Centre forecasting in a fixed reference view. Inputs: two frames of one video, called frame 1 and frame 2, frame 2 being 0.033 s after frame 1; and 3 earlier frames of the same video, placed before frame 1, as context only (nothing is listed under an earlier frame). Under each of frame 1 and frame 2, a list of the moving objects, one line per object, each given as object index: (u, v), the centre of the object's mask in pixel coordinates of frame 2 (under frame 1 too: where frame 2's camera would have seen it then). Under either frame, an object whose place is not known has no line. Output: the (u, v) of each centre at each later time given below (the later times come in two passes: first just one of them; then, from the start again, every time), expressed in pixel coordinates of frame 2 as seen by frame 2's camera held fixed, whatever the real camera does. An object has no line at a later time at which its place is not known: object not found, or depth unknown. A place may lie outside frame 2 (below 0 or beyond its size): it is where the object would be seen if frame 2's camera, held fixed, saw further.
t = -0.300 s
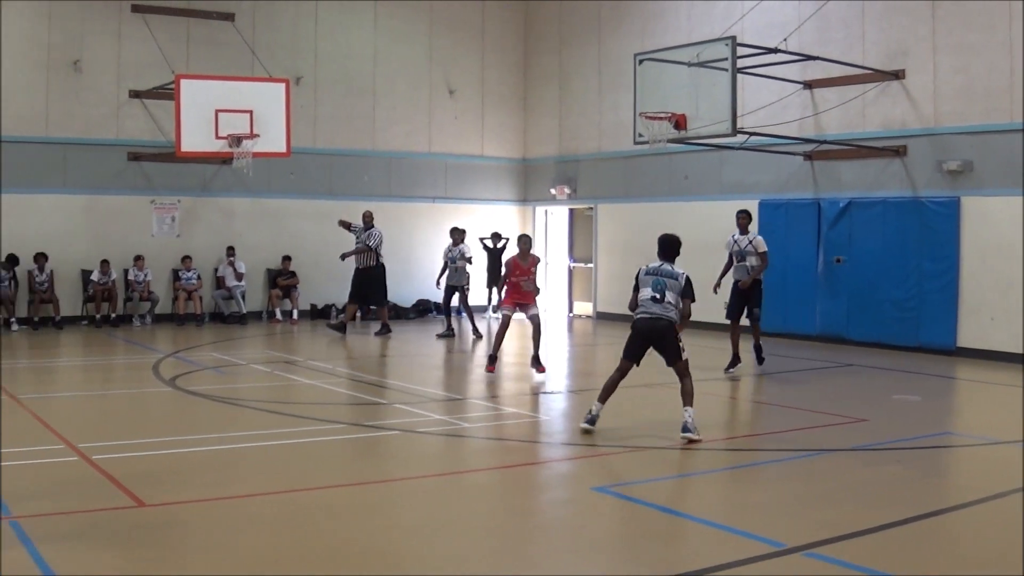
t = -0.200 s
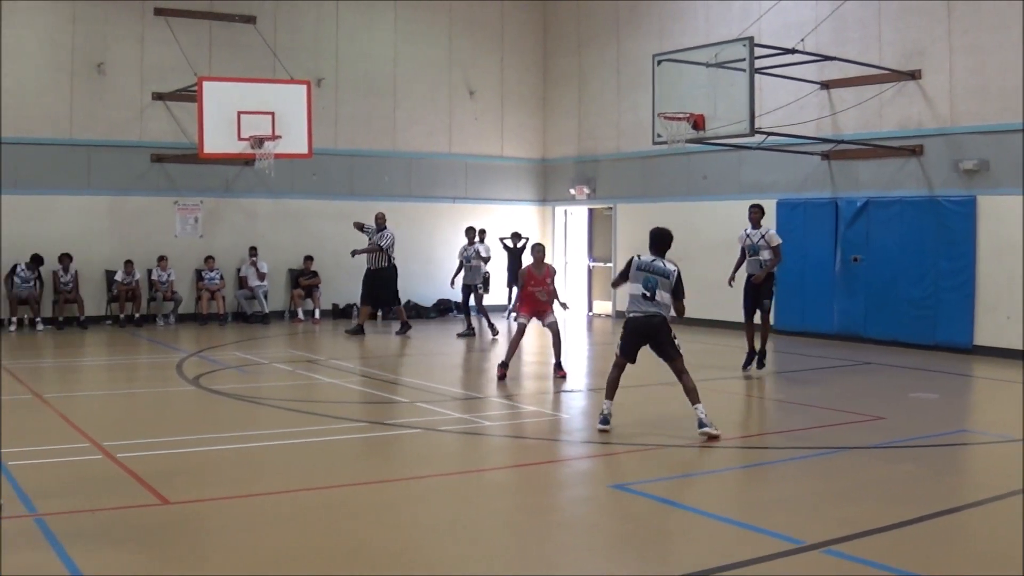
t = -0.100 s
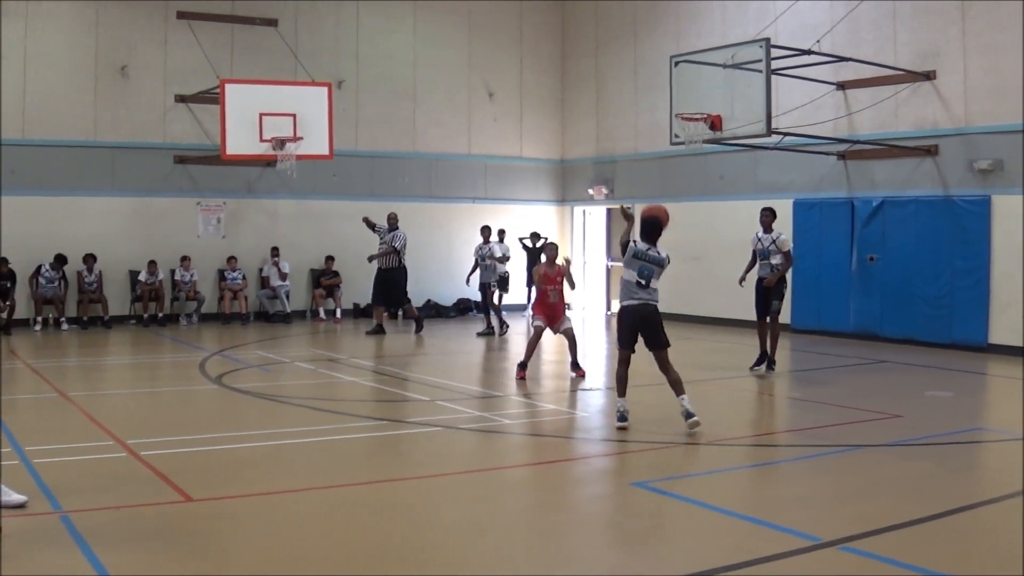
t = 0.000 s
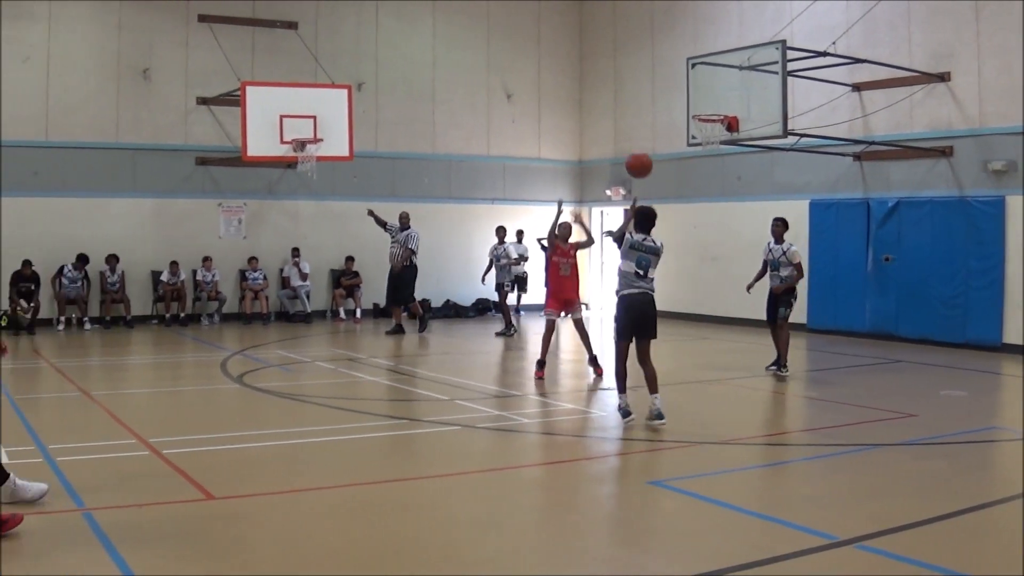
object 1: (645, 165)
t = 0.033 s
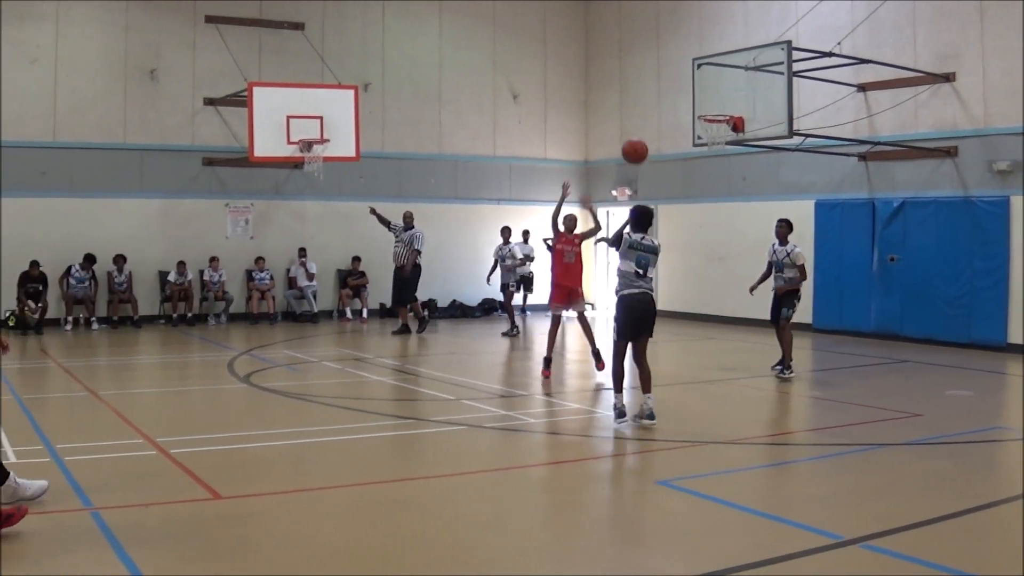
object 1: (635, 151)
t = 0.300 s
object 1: (570, 96)
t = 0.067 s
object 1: (625, 139)
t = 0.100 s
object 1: (616, 129)
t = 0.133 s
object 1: (608, 120)
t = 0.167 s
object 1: (600, 112)
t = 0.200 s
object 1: (592, 106)
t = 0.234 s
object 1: (584, 102)
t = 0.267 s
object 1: (577, 98)
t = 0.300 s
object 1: (570, 96)
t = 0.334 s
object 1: (563, 94)
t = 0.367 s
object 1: (557, 94)
